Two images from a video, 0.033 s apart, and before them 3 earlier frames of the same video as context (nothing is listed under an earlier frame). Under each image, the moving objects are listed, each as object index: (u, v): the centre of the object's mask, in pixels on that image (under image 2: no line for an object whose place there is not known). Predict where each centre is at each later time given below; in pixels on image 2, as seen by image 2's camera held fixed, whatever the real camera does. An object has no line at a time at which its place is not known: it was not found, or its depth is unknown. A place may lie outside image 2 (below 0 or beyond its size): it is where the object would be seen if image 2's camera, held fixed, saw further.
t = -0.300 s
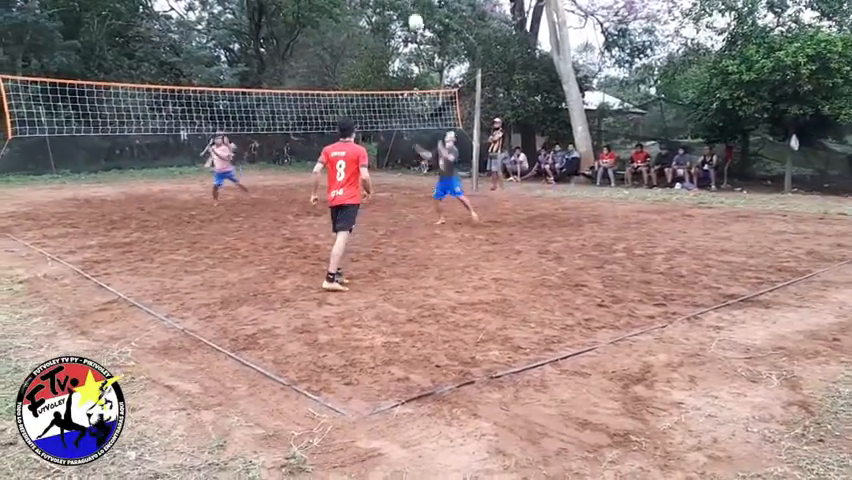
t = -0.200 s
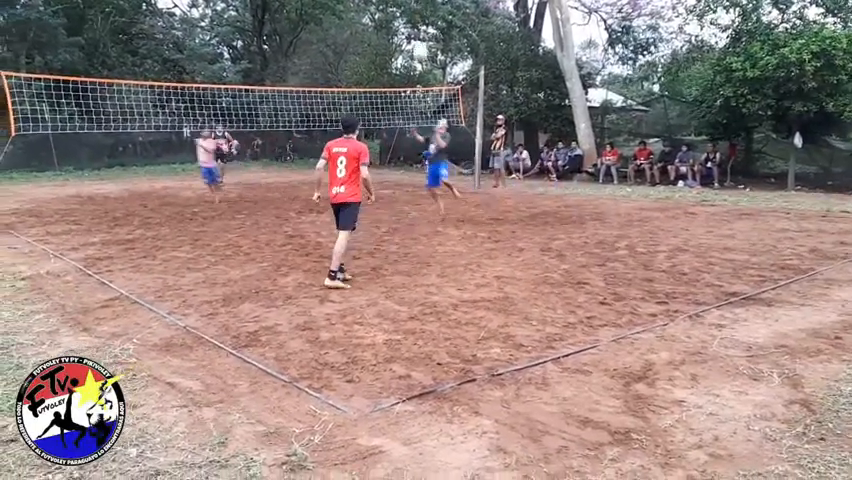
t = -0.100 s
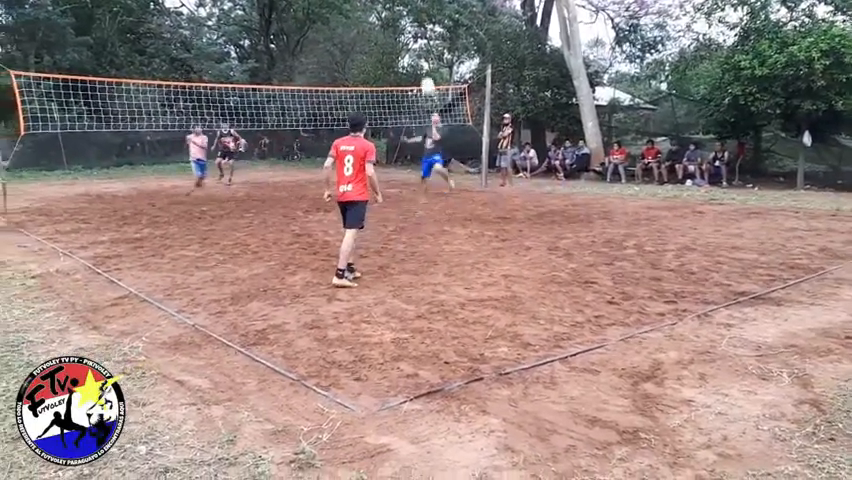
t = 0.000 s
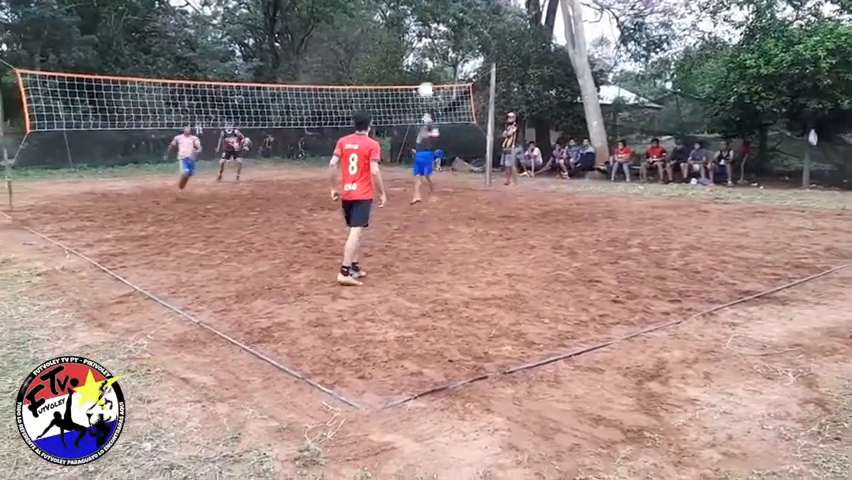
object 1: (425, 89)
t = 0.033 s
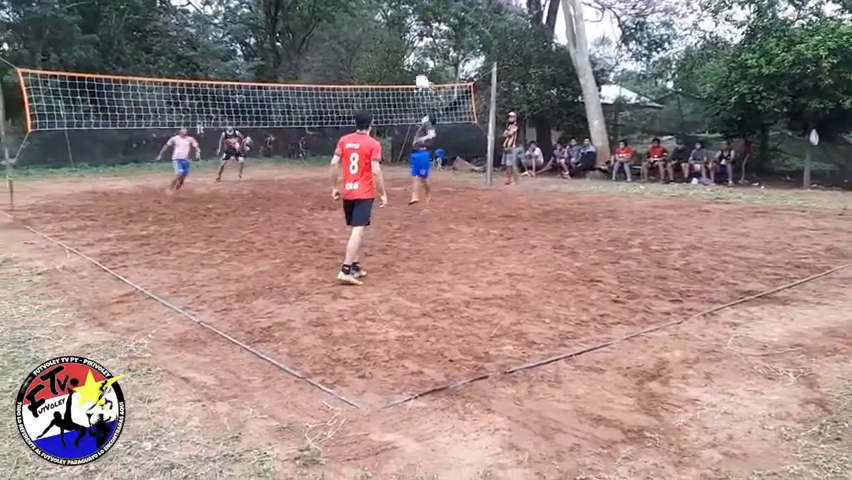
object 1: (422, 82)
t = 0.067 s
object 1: (418, 75)
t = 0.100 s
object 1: (414, 68)
